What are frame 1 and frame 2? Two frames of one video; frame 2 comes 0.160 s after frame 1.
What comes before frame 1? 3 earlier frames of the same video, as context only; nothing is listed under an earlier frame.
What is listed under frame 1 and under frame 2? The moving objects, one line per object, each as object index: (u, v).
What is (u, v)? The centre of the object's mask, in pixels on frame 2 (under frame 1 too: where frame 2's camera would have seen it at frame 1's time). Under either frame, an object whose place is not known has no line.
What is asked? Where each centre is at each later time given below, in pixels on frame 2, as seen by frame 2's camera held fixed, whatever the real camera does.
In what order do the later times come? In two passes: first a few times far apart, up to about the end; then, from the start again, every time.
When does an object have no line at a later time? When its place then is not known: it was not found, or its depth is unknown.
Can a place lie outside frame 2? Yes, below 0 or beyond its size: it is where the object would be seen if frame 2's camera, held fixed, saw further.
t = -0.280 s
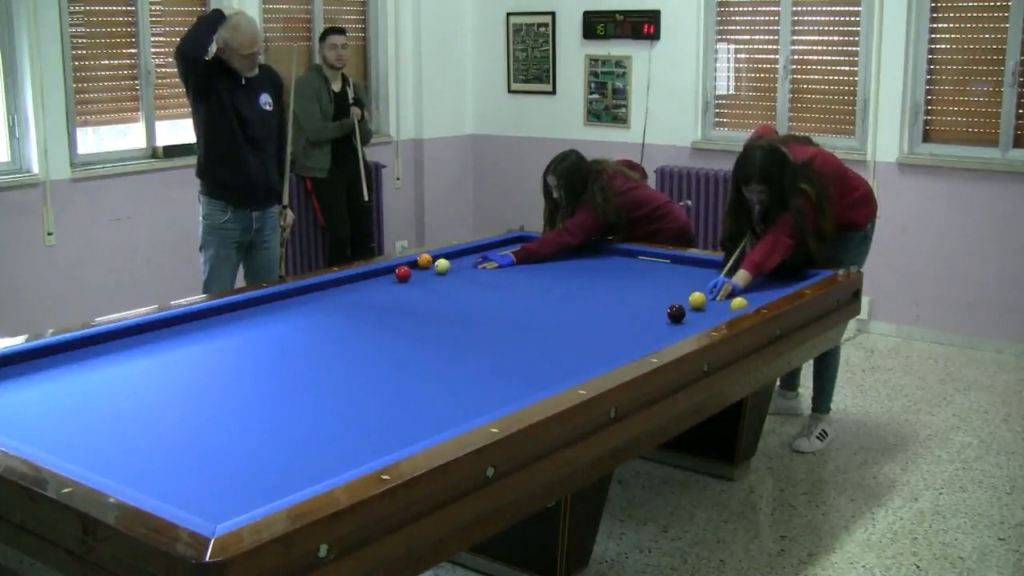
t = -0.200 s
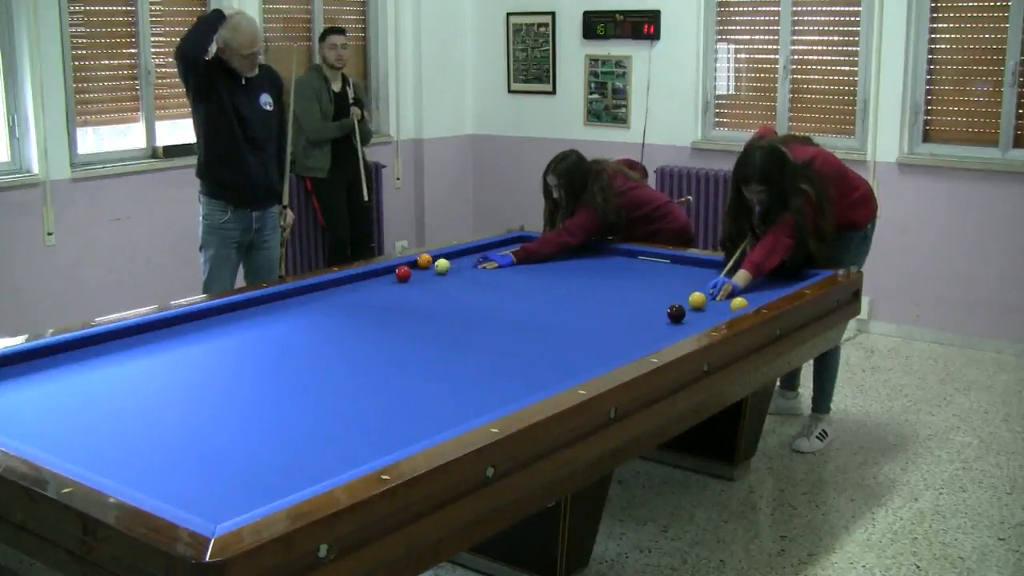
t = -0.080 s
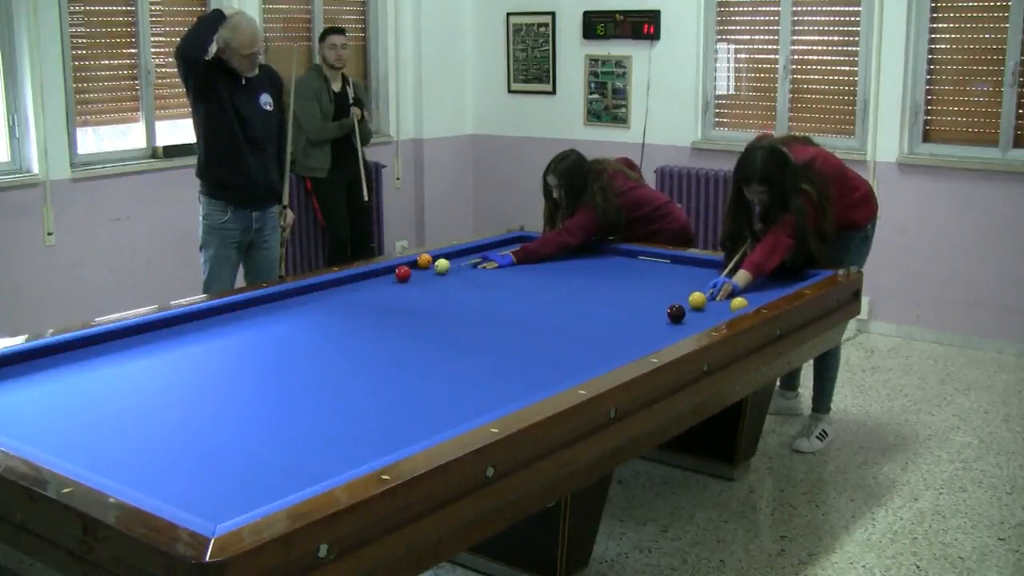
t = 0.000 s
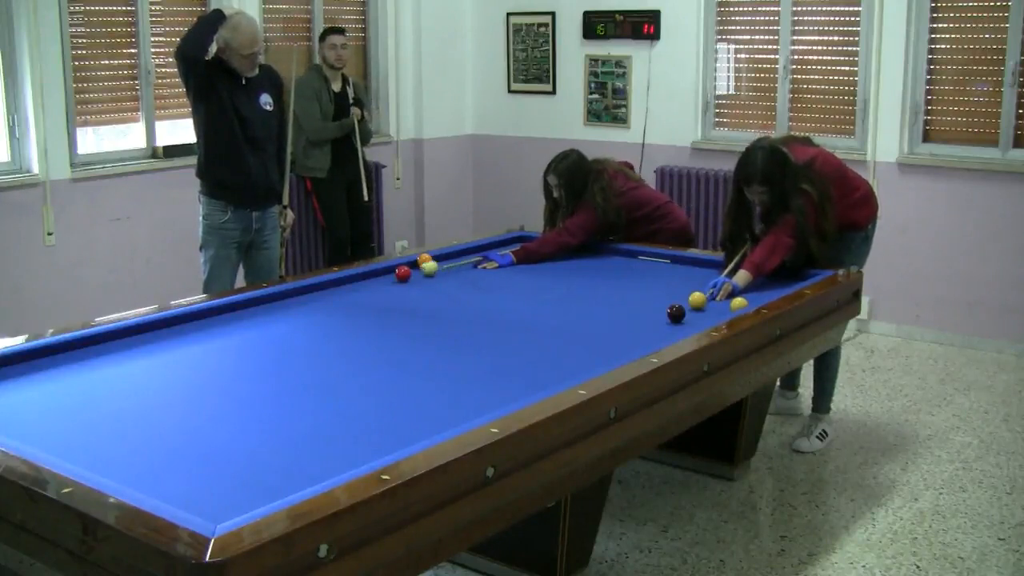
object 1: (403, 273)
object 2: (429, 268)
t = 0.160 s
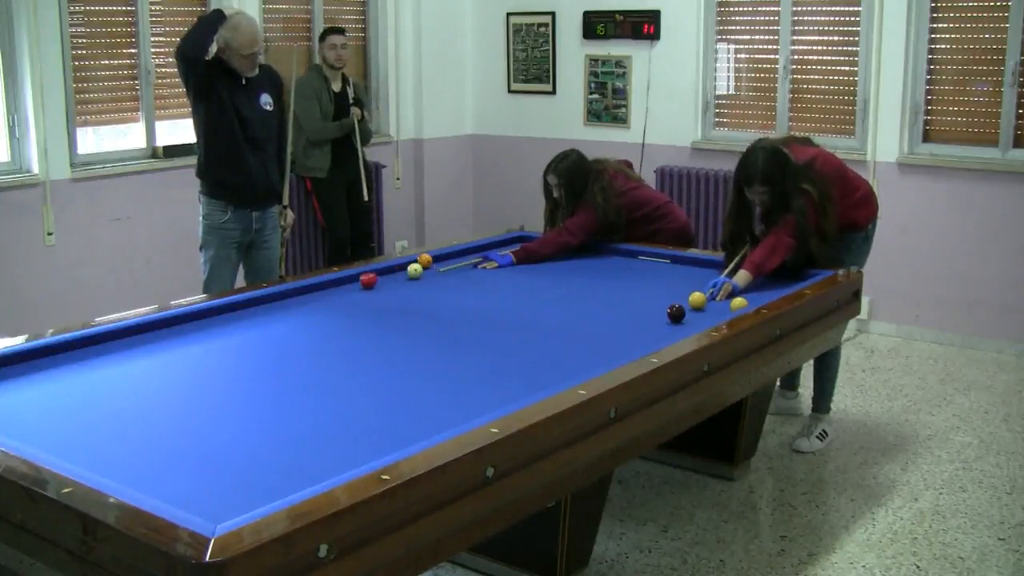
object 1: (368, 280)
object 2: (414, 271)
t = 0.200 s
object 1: (357, 282)
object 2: (415, 270)
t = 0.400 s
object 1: (305, 293)
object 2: (415, 270)
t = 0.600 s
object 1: (251, 304)
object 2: (415, 270)
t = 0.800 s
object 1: (194, 316)
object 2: (416, 269)
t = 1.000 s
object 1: (142, 329)
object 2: (416, 269)
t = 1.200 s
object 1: (87, 343)
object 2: (417, 269)
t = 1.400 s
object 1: (26, 359)
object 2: (417, 269)
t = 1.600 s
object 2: (417, 269)
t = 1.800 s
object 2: (417, 269)
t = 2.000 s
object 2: (417, 269)
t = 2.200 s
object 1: (5, 368)
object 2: (417, 269)
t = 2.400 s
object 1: (39, 361)
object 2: (417, 269)
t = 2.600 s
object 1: (75, 353)
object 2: (417, 269)
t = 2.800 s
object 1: (107, 346)
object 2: (417, 269)
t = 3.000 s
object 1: (139, 340)
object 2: (417, 269)
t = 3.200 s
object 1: (169, 333)
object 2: (417, 269)
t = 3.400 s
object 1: (197, 328)
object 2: (417, 269)
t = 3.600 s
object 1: (224, 322)
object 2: (417, 269)
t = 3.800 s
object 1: (249, 317)
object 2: (417, 269)
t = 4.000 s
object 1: (273, 312)
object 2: (417, 269)
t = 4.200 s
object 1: (296, 307)
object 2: (417, 269)
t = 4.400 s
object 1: (317, 303)
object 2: (417, 269)
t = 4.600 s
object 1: (338, 298)
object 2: (417, 269)
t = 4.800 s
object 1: (358, 294)
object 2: (417, 269)
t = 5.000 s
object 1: (376, 291)
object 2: (417, 269)
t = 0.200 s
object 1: (357, 282)
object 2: (415, 270)
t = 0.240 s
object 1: (346, 285)
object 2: (415, 270)
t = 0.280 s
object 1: (336, 286)
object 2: (415, 270)
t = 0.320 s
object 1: (326, 288)
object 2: (415, 270)
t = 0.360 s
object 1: (316, 291)
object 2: (415, 270)
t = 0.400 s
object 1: (305, 293)
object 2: (415, 270)
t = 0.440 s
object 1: (295, 295)
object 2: (415, 270)
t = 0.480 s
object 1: (284, 297)
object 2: (415, 270)
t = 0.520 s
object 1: (273, 299)
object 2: (415, 270)
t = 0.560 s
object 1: (262, 301)
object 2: (415, 270)
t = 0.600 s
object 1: (251, 304)
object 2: (415, 270)
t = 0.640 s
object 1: (240, 306)
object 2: (415, 270)
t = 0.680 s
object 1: (229, 308)
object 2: (416, 270)
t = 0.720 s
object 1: (217, 310)
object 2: (416, 269)
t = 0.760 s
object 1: (205, 313)
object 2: (416, 270)
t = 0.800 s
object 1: (194, 316)
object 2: (416, 269)
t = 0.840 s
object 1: (184, 318)
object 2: (416, 269)
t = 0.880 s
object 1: (173, 321)
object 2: (416, 269)
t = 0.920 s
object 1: (163, 323)
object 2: (416, 269)
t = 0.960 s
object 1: (153, 326)
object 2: (416, 269)
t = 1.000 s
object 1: (142, 329)
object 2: (416, 269)
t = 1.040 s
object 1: (131, 331)
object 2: (416, 269)
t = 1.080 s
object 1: (121, 334)
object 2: (417, 269)
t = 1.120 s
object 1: (109, 337)
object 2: (417, 269)
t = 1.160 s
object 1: (98, 340)
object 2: (417, 269)
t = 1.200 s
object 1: (87, 343)
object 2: (417, 269)
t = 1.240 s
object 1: (75, 346)
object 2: (417, 269)
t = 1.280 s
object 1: (63, 349)
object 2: (417, 269)
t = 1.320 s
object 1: (51, 352)
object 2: (417, 269)
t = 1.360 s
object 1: (39, 356)
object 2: (417, 269)
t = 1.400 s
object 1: (26, 359)
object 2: (417, 269)
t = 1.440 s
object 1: (13, 362)
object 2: (417, 269)
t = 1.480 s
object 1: (6, 366)
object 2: (417, 269)
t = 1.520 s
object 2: (417, 269)
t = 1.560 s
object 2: (417, 269)
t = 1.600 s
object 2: (417, 269)
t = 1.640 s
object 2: (417, 269)
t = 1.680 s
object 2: (417, 269)
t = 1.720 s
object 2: (417, 269)
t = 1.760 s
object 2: (417, 269)
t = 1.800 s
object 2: (417, 269)
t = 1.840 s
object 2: (417, 269)
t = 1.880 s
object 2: (417, 269)
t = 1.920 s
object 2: (417, 269)
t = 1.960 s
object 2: (417, 269)
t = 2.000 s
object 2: (417, 269)
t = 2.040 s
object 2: (417, 269)
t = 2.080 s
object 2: (417, 269)
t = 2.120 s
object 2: (417, 269)
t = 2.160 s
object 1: (2, 371)
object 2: (417, 269)
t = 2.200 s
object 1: (5, 368)
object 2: (417, 269)
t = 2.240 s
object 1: (10, 367)
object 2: (417, 269)
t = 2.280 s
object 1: (17, 366)
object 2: (417, 269)
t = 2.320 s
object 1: (24, 364)
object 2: (417, 269)
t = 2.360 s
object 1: (31, 362)
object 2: (417, 269)
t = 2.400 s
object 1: (39, 361)
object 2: (417, 269)
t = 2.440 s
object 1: (46, 359)
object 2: (417, 269)
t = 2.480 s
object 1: (53, 358)
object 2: (417, 269)
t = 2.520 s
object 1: (60, 356)
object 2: (417, 269)
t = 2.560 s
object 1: (67, 355)
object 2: (417, 269)
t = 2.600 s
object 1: (75, 353)
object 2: (417, 269)
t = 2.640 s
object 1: (81, 352)
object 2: (417, 269)
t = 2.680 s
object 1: (88, 351)
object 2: (417, 269)
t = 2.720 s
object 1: (94, 349)
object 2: (417, 269)
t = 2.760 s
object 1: (101, 348)
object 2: (417, 269)
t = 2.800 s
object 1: (107, 346)
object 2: (417, 269)
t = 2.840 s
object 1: (114, 345)
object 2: (417, 269)
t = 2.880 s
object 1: (120, 344)
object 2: (417, 269)
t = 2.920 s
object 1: (127, 343)
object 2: (417, 269)
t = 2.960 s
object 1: (133, 341)
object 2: (417, 269)
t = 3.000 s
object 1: (139, 340)
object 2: (417, 269)
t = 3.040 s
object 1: (145, 339)
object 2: (417, 269)
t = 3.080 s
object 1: (151, 337)
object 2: (417, 269)
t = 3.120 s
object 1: (157, 336)
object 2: (417, 269)
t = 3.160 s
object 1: (163, 335)
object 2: (417, 269)
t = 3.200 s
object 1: (169, 333)
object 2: (417, 269)
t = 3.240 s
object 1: (175, 332)
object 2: (417, 269)
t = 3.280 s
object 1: (181, 331)
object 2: (417, 269)
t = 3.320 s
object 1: (186, 330)
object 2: (417, 269)
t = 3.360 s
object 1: (192, 329)
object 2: (417, 269)
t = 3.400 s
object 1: (197, 328)
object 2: (417, 269)
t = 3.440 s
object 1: (203, 327)
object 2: (417, 269)
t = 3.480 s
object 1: (208, 325)
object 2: (417, 269)
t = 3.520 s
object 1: (213, 324)
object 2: (417, 269)
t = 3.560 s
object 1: (219, 323)
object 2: (417, 269)
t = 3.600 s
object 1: (224, 322)
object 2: (417, 269)
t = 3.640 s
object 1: (229, 321)
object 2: (417, 269)
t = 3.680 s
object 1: (234, 320)
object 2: (417, 269)
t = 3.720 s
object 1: (239, 319)
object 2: (417, 269)
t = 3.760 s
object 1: (244, 318)
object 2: (417, 269)
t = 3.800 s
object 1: (249, 317)
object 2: (417, 269)
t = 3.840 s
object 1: (254, 316)
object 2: (417, 269)
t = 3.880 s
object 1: (259, 315)
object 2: (417, 269)
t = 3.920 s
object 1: (264, 314)
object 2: (417, 269)
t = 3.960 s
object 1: (268, 313)
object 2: (417, 269)
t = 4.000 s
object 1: (273, 312)
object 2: (417, 269)
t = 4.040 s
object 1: (278, 311)
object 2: (417, 269)
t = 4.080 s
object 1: (283, 310)
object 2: (417, 269)
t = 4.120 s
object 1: (287, 309)
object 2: (417, 269)
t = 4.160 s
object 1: (291, 308)
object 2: (417, 269)
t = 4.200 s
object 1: (296, 307)
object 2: (417, 269)
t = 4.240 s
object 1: (300, 306)
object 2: (417, 269)
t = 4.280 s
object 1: (305, 305)
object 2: (417, 269)
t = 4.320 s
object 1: (309, 304)
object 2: (417, 269)
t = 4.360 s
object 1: (313, 303)
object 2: (417, 269)
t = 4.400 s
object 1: (317, 303)
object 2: (417, 269)
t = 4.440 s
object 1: (322, 302)
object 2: (417, 269)
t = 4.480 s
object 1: (326, 301)
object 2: (417, 269)
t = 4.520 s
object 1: (330, 300)
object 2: (417, 269)
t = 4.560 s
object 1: (334, 299)
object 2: (417, 269)
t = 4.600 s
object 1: (338, 298)
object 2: (417, 269)
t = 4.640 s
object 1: (342, 298)
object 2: (417, 269)
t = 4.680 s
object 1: (346, 297)
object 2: (417, 269)
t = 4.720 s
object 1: (350, 296)
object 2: (417, 269)
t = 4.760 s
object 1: (354, 295)
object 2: (417, 269)
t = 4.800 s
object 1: (358, 294)
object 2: (417, 269)
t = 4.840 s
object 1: (361, 293)
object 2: (417, 269)
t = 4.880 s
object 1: (365, 293)
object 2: (417, 269)
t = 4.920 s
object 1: (369, 292)
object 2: (417, 269)
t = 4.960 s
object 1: (372, 291)
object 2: (417, 269)
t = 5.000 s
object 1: (376, 291)
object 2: (417, 269)
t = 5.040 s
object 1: (380, 290)
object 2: (417, 269)
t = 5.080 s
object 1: (383, 289)
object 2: (417, 269)
